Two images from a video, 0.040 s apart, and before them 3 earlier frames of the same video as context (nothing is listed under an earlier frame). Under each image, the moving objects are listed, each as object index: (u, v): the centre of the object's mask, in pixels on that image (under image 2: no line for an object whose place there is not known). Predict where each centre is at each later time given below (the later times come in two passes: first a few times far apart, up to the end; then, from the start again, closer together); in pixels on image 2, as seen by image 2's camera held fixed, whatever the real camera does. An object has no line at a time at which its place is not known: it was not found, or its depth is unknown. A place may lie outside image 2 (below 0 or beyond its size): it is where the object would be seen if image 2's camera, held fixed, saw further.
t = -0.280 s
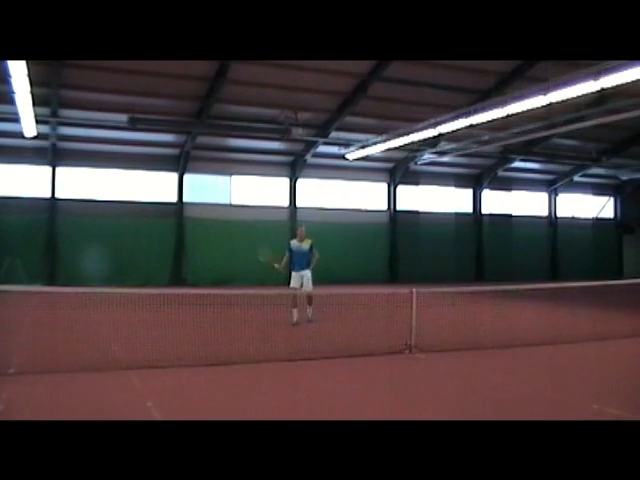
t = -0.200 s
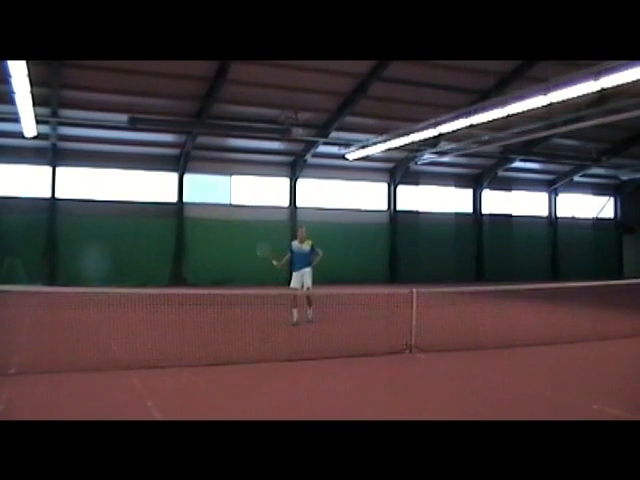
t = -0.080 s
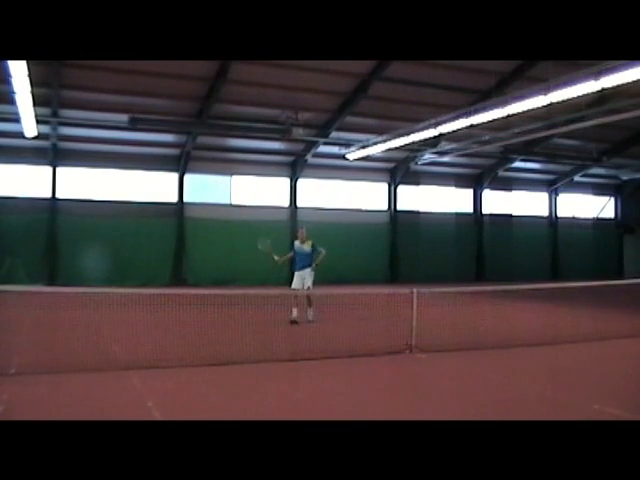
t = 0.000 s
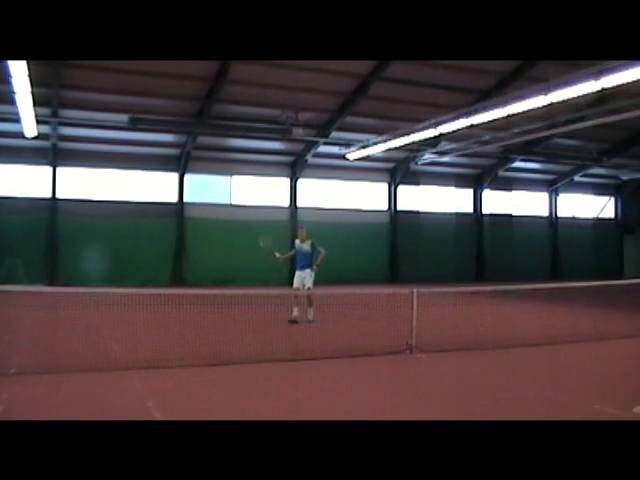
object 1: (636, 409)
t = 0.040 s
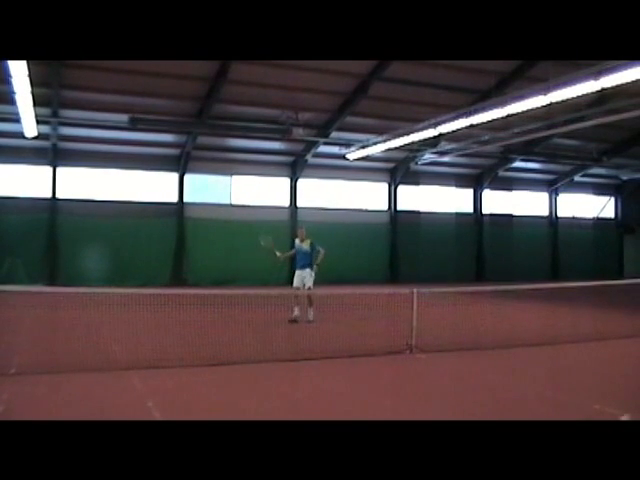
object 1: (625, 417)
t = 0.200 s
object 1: (581, 383)
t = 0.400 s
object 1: (534, 373)
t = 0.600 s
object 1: (495, 382)
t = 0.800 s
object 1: (462, 365)
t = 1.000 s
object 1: (431, 369)
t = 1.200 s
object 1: (404, 363)
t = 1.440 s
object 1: (376, 356)
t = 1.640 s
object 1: (356, 354)
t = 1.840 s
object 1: (341, 349)
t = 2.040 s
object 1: (337, 348)
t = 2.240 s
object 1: (341, 354)
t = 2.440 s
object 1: (346, 355)
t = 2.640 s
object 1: (349, 357)
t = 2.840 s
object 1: (353, 358)
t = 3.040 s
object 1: (356, 359)
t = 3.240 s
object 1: (358, 360)
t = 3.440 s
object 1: (361, 362)
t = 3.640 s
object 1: (363, 362)
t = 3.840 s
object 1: (362, 363)
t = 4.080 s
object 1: (364, 363)
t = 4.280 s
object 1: (366, 363)
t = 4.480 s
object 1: (368, 363)
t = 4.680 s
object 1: (370, 363)
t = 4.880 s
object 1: (370, 364)
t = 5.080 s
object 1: (369, 363)
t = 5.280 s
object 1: (367, 364)
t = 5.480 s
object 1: (365, 364)
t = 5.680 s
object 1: (363, 364)
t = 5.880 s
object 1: (365, 364)
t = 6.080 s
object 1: (366, 364)
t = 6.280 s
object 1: (366, 364)
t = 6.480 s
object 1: (363, 364)
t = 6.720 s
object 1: (366, 364)
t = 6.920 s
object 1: (365, 364)
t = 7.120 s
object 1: (361, 364)
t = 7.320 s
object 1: (362, 364)
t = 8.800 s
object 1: (370, 364)
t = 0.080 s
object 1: (612, 410)
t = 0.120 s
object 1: (601, 398)
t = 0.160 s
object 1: (590, 389)
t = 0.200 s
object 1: (581, 383)
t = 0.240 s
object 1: (572, 378)
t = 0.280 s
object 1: (561, 373)
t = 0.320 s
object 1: (552, 372)
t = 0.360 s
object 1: (543, 372)
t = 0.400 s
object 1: (534, 373)
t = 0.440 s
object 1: (526, 377)
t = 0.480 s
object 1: (518, 382)
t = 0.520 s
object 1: (510, 388)
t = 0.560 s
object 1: (502, 389)
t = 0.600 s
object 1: (495, 382)
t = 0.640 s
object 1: (488, 376)
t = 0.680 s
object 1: (481, 370)
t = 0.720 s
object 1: (474, 368)
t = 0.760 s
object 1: (468, 365)
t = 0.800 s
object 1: (462, 365)
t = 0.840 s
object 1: (455, 367)
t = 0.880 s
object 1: (449, 369)
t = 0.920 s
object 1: (443, 373)
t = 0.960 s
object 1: (436, 374)
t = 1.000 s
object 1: (431, 369)
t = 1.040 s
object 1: (425, 365)
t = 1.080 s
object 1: (420, 363)
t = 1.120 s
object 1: (415, 361)
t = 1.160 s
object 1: (410, 361)
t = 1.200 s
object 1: (404, 363)
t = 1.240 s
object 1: (399, 365)
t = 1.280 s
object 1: (395, 364)
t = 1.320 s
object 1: (390, 360)
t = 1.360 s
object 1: (386, 357)
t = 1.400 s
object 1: (381, 356)
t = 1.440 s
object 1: (376, 356)
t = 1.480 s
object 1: (372, 357)
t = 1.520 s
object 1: (368, 359)
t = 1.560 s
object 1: (364, 357)
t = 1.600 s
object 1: (360, 355)
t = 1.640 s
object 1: (356, 354)
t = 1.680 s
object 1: (353, 354)
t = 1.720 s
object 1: (348, 355)
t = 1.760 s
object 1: (345, 353)
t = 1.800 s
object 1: (342, 351)
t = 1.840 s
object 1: (341, 349)
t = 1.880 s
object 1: (339, 347)
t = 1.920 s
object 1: (338, 347)
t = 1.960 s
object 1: (338, 346)
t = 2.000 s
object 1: (338, 347)
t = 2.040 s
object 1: (337, 348)
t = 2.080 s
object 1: (338, 350)
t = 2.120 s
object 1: (338, 353)
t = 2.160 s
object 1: (339, 353)
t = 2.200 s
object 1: (340, 353)
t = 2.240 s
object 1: (341, 354)
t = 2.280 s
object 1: (342, 354)
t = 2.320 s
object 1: (343, 355)
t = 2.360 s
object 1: (344, 355)
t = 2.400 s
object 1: (345, 355)
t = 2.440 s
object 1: (346, 355)
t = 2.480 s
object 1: (346, 356)
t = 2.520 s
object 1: (347, 357)
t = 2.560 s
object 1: (347, 357)
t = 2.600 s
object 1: (348, 357)
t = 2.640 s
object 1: (349, 357)
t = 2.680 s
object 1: (349, 357)
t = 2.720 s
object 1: (350, 358)
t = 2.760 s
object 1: (350, 358)
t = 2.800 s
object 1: (351, 358)
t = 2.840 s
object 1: (353, 358)
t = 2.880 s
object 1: (354, 359)
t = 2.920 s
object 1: (354, 359)
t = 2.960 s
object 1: (355, 359)
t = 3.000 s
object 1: (356, 359)
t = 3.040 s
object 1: (356, 359)
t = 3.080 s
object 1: (356, 360)
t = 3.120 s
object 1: (357, 360)
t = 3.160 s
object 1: (357, 360)
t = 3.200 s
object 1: (358, 360)
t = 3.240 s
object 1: (358, 360)
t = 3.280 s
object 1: (359, 360)
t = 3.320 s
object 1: (359, 361)
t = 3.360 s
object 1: (360, 361)
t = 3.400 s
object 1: (360, 361)
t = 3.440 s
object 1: (361, 362)
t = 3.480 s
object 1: (361, 362)
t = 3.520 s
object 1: (362, 362)
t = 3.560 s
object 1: (362, 362)
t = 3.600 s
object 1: (362, 362)
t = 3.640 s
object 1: (363, 362)
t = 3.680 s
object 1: (363, 362)
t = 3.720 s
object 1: (364, 362)
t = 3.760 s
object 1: (364, 362)
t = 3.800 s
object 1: (363, 362)
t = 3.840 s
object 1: (362, 363)
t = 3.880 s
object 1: (362, 363)
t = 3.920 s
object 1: (364, 363)
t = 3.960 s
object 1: (363, 363)
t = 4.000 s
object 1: (363, 363)
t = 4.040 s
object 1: (364, 363)
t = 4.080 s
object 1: (364, 363)
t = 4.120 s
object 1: (363, 363)
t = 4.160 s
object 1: (364, 363)
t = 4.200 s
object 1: (365, 363)
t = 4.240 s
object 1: (366, 363)
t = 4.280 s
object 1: (366, 363)
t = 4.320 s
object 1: (366, 363)
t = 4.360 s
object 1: (366, 363)
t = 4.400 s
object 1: (366, 363)
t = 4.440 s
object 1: (367, 363)
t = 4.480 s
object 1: (368, 363)
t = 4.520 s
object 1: (368, 363)
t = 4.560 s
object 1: (369, 363)
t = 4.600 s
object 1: (369, 363)
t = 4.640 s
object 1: (370, 363)
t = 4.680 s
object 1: (370, 363)
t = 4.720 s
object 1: (370, 364)
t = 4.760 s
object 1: (370, 363)
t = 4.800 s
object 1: (370, 363)
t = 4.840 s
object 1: (370, 363)
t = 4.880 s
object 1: (370, 364)
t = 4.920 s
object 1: (370, 364)
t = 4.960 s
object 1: (370, 364)
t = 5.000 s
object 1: (370, 364)
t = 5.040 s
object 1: (370, 364)
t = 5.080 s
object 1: (369, 363)
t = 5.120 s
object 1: (369, 364)
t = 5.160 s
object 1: (367, 364)
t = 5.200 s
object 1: (367, 364)
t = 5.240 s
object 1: (367, 364)
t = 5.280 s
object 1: (367, 364)
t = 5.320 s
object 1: (367, 364)
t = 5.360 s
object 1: (365, 364)
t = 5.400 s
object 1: (367, 364)
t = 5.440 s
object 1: (366, 364)
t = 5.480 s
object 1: (365, 364)
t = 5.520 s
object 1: (366, 364)
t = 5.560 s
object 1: (365, 364)
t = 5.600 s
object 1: (363, 364)
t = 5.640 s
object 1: (364, 364)
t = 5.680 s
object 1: (363, 364)
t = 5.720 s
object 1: (363, 364)
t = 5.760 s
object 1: (363, 364)
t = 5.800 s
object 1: (364, 364)
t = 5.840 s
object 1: (365, 364)
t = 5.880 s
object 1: (365, 364)
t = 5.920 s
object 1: (364, 364)
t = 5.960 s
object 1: (365, 364)
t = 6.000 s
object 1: (365, 364)
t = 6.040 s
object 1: (365, 364)
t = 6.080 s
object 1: (366, 364)
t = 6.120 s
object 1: (367, 364)
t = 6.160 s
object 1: (366, 364)
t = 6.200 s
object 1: (366, 364)
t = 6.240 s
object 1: (366, 364)
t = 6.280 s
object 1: (366, 364)
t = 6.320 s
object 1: (366, 364)
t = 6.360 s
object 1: (366, 364)
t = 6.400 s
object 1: (363, 364)
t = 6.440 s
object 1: (363, 364)
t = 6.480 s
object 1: (363, 364)
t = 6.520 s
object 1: (362, 364)
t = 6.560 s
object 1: (363, 364)
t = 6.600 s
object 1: (366, 364)
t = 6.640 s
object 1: (366, 364)
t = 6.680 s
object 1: (366, 364)
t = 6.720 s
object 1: (366, 364)
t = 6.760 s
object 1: (364, 364)
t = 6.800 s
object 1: (364, 364)
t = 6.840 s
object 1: (364, 365)
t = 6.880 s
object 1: (365, 364)
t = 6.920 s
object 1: (365, 364)
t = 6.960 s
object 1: (363, 364)
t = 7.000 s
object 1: (366, 364)
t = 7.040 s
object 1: (366, 364)
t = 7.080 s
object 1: (366, 364)
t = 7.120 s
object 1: (361, 364)
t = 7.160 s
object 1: (364, 364)
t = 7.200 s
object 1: (364, 364)
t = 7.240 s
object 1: (364, 364)
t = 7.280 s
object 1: (364, 364)
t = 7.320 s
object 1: (362, 364)
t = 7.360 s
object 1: (362, 364)
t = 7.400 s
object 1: (362, 364)
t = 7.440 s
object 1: (361, 365)
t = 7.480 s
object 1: (361, 365)
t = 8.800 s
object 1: (370, 364)
